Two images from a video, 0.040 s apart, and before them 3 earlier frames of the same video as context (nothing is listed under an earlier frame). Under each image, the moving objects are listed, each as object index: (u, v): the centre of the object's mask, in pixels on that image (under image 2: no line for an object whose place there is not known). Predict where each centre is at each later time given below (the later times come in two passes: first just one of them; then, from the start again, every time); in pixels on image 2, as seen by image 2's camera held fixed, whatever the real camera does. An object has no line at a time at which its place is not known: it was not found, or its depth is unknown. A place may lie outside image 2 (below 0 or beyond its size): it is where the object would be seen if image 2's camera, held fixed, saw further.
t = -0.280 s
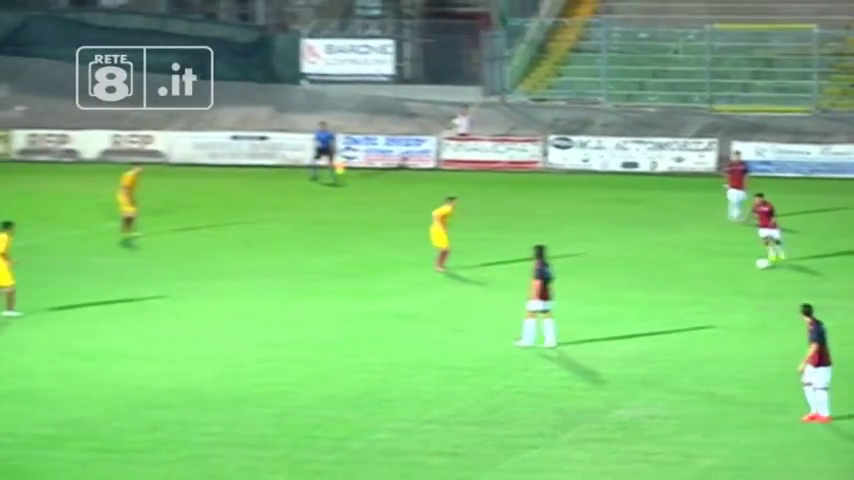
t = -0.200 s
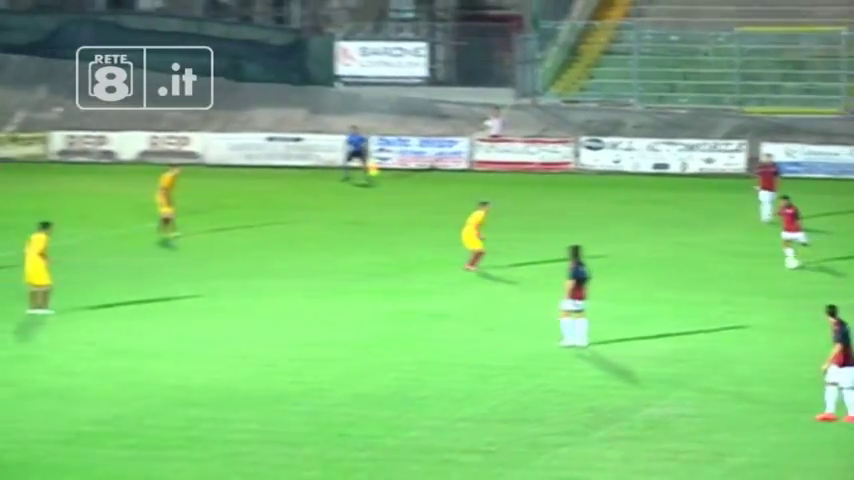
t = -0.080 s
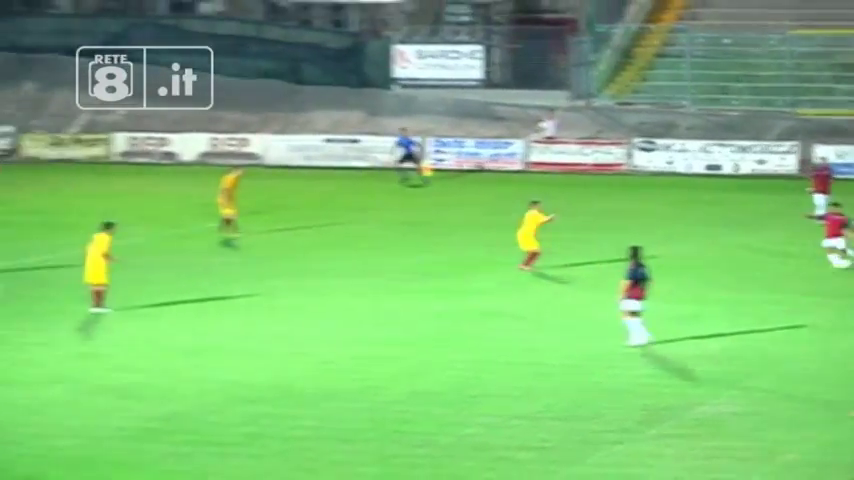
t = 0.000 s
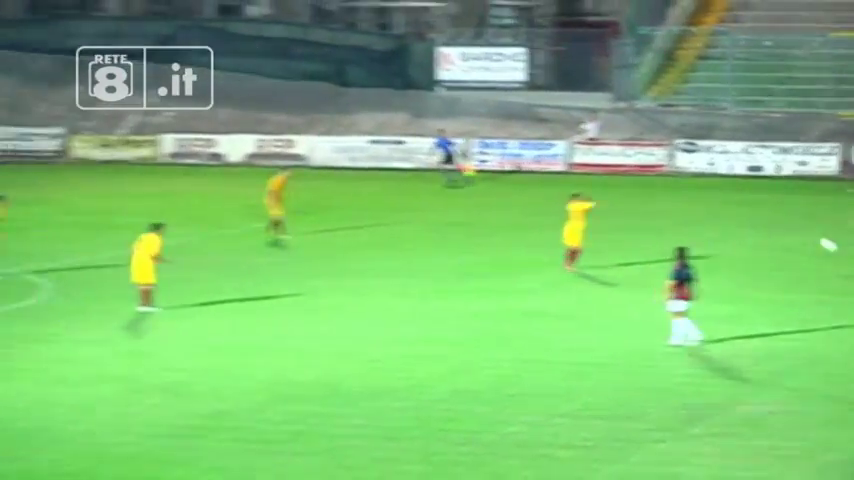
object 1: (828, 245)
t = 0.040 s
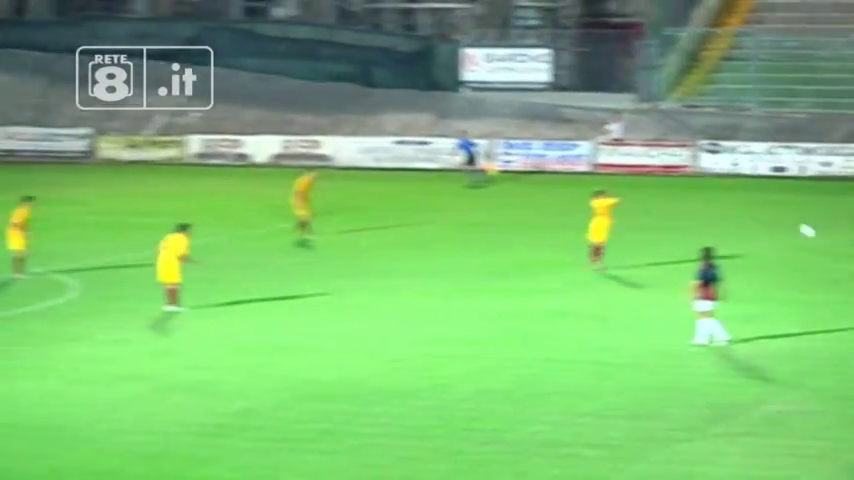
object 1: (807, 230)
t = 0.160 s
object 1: (672, 192)
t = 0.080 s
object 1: (761, 217)
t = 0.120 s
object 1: (716, 204)
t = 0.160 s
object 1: (672, 192)
